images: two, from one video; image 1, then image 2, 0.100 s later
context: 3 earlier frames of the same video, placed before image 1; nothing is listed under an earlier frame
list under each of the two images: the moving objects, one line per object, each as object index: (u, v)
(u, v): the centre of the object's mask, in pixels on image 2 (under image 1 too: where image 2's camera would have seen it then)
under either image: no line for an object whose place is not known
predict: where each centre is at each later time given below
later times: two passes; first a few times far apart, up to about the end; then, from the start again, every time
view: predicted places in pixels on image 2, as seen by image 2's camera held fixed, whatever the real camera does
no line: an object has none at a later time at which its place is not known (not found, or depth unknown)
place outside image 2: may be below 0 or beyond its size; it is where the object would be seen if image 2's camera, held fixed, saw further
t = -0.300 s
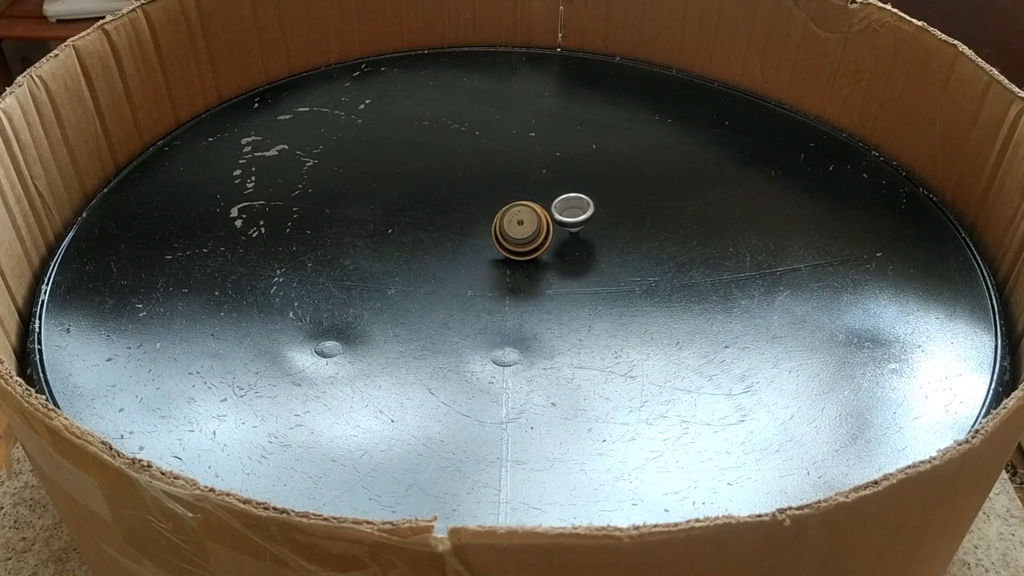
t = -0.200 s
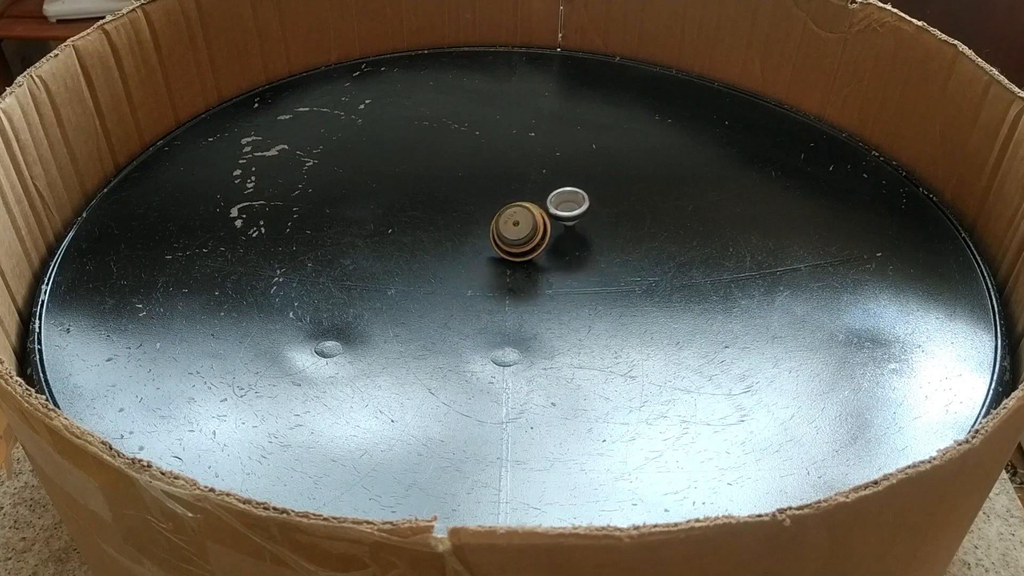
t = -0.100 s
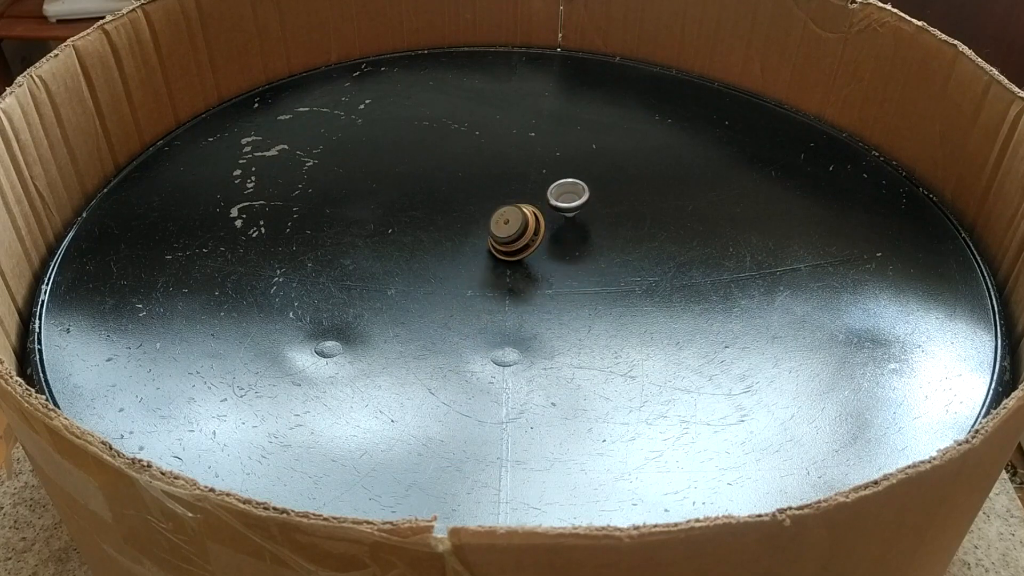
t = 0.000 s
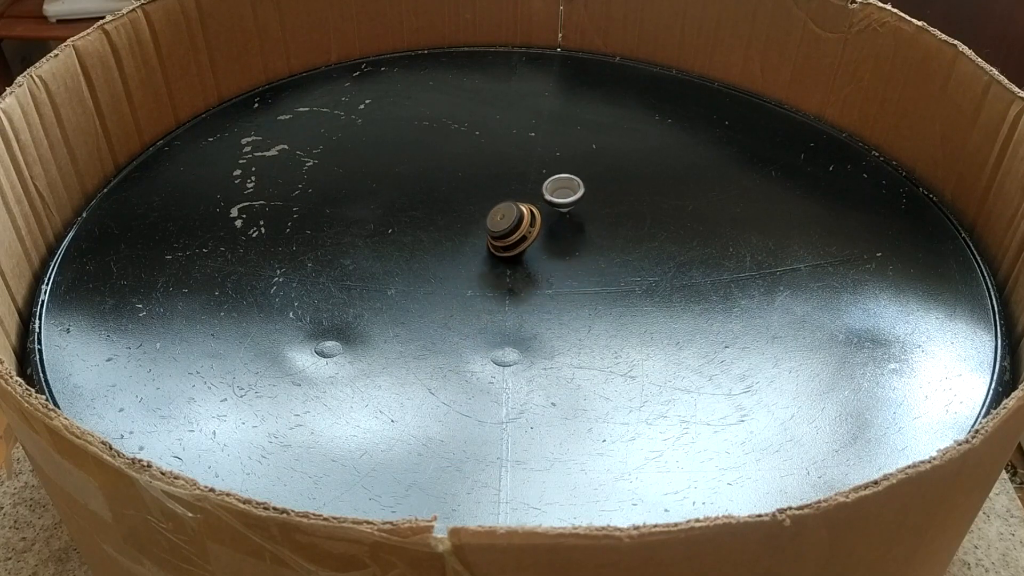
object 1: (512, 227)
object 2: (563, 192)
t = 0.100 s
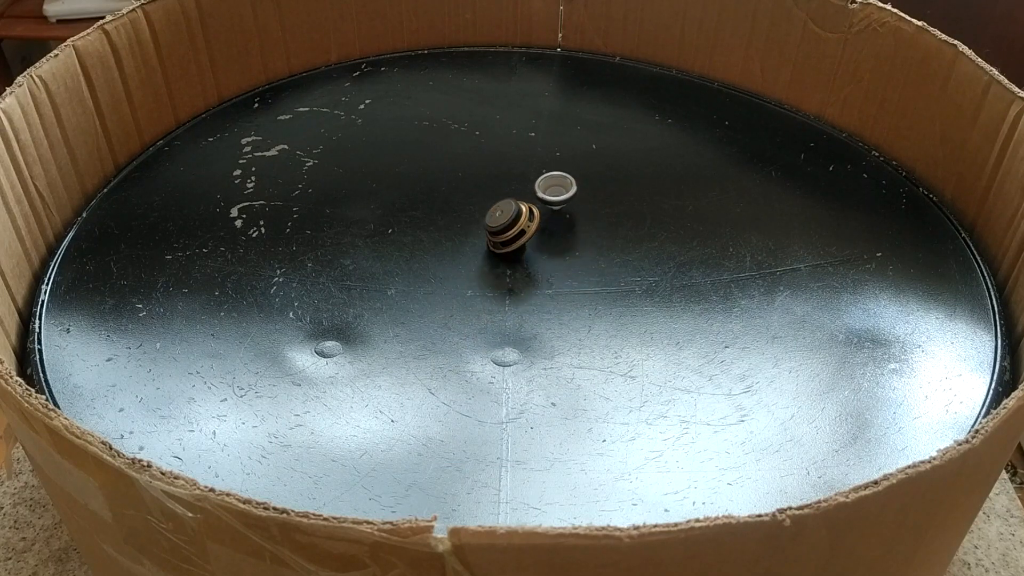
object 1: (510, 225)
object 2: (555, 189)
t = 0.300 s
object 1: (510, 226)
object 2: (533, 189)
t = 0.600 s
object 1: (522, 238)
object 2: (493, 197)
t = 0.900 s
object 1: (519, 237)
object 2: (460, 222)
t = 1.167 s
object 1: (510, 225)
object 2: (442, 254)
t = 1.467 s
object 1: (510, 227)
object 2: (440, 287)
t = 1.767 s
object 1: (518, 236)
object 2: (458, 307)
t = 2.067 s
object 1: (520, 237)
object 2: (487, 298)
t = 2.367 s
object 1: (519, 232)
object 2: (512, 269)
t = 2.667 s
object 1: (461, 172)
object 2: (641, 383)
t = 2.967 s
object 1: (461, 172)
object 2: (635, 376)
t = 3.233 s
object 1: (460, 172)
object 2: (590, 337)
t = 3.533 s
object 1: (461, 172)
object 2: (484, 248)
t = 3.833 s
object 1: (466, 146)
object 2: (397, 228)
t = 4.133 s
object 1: (457, 180)
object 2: (359, 258)
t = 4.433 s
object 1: (466, 181)
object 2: (391, 284)
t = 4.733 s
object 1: (464, 181)
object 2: (492, 281)
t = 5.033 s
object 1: (459, 182)
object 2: (576, 239)
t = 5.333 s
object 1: (465, 182)
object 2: (585, 202)
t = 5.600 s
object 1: (463, 182)
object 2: (547, 197)
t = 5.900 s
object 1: (461, 182)
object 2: (466, 235)
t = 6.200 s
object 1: (462, 182)
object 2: (406, 295)
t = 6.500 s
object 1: (462, 182)
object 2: (475, 276)
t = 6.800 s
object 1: (462, 182)
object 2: (510, 206)
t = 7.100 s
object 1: (458, 183)
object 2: (509, 172)
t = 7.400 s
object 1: (451, 185)
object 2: (515, 174)
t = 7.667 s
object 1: (459, 184)
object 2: (536, 194)
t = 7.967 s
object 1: (454, 186)
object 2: (574, 220)
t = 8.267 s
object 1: (453, 186)
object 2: (590, 220)
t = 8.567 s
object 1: (455, 186)
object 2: (583, 227)
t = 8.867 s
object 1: (454, 186)
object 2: (584, 250)
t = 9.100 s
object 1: (454, 186)
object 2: (586, 254)
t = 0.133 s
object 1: (510, 224)
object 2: (552, 189)
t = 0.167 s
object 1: (510, 224)
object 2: (548, 189)
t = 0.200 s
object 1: (510, 224)
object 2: (544, 189)
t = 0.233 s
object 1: (510, 224)
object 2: (540, 190)
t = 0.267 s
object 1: (510, 224)
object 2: (537, 190)
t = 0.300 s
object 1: (510, 226)
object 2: (533, 189)
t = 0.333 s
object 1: (510, 228)
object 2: (529, 189)
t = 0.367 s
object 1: (511, 230)
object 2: (524, 189)
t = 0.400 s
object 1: (512, 231)
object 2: (520, 190)
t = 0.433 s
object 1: (513, 233)
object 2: (516, 191)
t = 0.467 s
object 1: (515, 235)
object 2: (512, 192)
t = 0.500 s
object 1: (517, 236)
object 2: (507, 193)
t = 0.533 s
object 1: (519, 237)
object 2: (502, 194)
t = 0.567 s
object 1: (520, 237)
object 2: (497, 196)
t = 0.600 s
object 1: (522, 238)
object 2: (493, 197)
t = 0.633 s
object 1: (523, 238)
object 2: (488, 199)
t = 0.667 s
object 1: (524, 238)
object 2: (484, 201)
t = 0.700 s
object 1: (524, 238)
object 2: (481, 203)
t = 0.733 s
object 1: (524, 238)
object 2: (477, 206)
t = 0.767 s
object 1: (523, 238)
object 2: (474, 209)
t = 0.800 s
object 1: (522, 238)
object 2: (470, 212)
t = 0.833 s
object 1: (521, 238)
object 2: (466, 215)
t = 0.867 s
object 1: (520, 237)
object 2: (463, 218)
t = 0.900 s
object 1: (519, 237)
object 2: (460, 222)
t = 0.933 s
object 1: (517, 236)
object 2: (456, 226)
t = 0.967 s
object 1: (515, 235)
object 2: (453, 230)
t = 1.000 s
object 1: (513, 233)
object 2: (451, 234)
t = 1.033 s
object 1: (512, 232)
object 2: (448, 237)
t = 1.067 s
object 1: (511, 230)
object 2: (446, 242)
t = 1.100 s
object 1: (510, 228)
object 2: (445, 246)
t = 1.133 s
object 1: (510, 227)
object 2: (443, 249)
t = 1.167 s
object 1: (510, 225)
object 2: (442, 254)
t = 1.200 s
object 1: (510, 224)
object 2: (441, 258)
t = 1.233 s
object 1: (510, 224)
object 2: (440, 262)
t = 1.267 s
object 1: (510, 223)
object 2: (439, 266)
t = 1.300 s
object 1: (510, 223)
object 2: (439, 270)
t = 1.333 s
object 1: (510, 223)
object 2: (438, 274)
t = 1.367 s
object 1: (510, 224)
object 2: (438, 278)
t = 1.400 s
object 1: (510, 225)
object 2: (438, 281)
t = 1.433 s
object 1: (510, 226)
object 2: (439, 285)
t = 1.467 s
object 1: (510, 227)
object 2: (440, 287)
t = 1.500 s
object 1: (510, 228)
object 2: (440, 291)
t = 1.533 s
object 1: (511, 229)
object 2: (441, 294)
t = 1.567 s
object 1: (511, 231)
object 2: (443, 297)
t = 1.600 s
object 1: (512, 232)
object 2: (445, 299)
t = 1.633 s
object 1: (513, 233)
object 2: (447, 301)
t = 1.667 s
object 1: (514, 234)
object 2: (450, 303)
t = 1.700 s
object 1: (516, 235)
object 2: (452, 305)
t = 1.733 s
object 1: (517, 236)
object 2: (455, 306)
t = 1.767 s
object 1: (518, 236)
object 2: (458, 307)
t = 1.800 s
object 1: (518, 237)
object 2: (460, 307)
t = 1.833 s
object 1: (519, 237)
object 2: (463, 307)
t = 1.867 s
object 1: (519, 237)
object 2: (466, 307)
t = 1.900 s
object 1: (520, 237)
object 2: (470, 306)
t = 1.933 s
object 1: (520, 237)
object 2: (473, 305)
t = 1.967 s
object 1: (520, 237)
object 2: (476, 304)
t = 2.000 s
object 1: (520, 237)
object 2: (480, 302)
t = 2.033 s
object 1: (520, 237)
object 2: (484, 300)
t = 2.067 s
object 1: (520, 237)
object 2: (487, 298)
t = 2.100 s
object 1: (520, 237)
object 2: (490, 295)
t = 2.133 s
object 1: (520, 237)
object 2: (493, 292)
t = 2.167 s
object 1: (520, 237)
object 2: (496, 289)
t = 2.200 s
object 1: (519, 237)
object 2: (499, 286)
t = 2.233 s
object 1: (519, 237)
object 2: (502, 284)
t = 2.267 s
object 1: (519, 236)
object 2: (504, 280)
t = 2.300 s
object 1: (519, 235)
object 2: (507, 277)
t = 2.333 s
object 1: (519, 233)
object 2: (510, 273)
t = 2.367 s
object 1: (519, 232)
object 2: (512, 269)
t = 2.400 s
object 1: (513, 228)
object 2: (528, 280)
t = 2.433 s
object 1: (502, 215)
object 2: (552, 302)
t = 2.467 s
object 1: (488, 202)
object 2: (574, 320)
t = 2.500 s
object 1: (478, 190)
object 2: (593, 334)
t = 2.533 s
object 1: (472, 183)
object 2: (609, 347)
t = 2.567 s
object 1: (467, 179)
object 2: (621, 360)
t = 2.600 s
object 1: (463, 175)
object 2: (631, 369)
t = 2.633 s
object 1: (461, 172)
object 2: (637, 378)
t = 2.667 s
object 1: (461, 172)
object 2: (641, 383)
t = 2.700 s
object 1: (460, 172)
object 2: (643, 386)
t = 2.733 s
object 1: (459, 172)
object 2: (644, 387)
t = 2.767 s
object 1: (459, 172)
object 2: (645, 388)
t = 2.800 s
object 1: (459, 172)
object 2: (646, 389)
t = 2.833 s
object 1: (459, 172)
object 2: (645, 388)
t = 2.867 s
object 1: (459, 172)
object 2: (643, 386)
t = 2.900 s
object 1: (460, 172)
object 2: (641, 383)
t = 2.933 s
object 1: (460, 172)
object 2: (639, 380)
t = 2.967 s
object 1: (461, 172)
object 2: (635, 376)
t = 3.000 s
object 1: (462, 172)
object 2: (632, 372)
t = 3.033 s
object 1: (462, 172)
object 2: (627, 367)
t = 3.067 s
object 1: (462, 172)
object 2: (622, 363)
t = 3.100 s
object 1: (462, 171)
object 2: (617, 358)
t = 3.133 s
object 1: (461, 172)
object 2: (612, 355)
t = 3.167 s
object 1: (461, 172)
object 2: (606, 350)
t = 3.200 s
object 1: (460, 172)
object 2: (599, 344)
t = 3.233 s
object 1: (460, 172)
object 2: (590, 337)
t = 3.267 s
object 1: (460, 172)
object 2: (580, 329)
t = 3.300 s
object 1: (460, 172)
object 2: (570, 321)
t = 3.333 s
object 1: (460, 172)
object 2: (558, 311)
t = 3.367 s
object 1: (461, 172)
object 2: (546, 301)
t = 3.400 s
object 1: (461, 172)
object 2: (534, 291)
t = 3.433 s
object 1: (461, 172)
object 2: (521, 281)
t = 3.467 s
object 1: (461, 172)
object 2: (509, 270)
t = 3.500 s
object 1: (461, 172)
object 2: (496, 259)
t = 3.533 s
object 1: (461, 172)
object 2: (484, 248)
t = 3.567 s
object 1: (461, 172)
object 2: (473, 237)
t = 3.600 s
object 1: (461, 172)
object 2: (462, 225)
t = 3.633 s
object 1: (461, 171)
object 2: (452, 214)
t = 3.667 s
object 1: (462, 170)
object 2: (443, 203)
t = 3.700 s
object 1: (465, 167)
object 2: (434, 199)
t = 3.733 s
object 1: (469, 160)
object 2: (424, 208)
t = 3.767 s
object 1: (467, 153)
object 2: (414, 216)
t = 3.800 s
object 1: (466, 149)
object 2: (405, 223)
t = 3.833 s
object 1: (466, 146)
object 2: (397, 228)
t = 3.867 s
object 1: (466, 147)
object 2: (389, 232)
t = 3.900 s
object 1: (468, 150)
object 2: (382, 236)
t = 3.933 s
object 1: (469, 155)
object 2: (375, 239)
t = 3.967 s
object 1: (468, 160)
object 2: (370, 242)
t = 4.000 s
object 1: (466, 165)
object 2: (366, 245)
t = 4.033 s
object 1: (465, 170)
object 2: (363, 249)
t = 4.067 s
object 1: (462, 174)
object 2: (361, 251)
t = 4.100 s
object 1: (460, 177)
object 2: (359, 255)
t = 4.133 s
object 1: (457, 180)
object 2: (359, 258)
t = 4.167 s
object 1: (456, 180)
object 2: (359, 261)
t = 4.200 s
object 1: (456, 180)
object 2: (359, 264)
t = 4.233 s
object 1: (457, 181)
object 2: (361, 268)
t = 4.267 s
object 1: (458, 181)
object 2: (363, 271)
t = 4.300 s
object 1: (459, 181)
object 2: (367, 274)
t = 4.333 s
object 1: (461, 182)
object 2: (371, 277)
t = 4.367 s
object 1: (463, 182)
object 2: (377, 279)
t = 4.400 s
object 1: (464, 181)
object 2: (383, 282)
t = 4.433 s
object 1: (466, 181)
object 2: (391, 284)
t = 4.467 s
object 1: (467, 181)
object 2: (400, 286)
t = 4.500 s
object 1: (467, 180)
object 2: (409, 287)
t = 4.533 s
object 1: (468, 180)
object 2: (419, 288)
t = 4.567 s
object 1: (468, 180)
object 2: (431, 288)
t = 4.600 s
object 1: (468, 180)
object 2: (443, 288)
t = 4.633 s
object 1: (467, 181)
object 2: (455, 288)
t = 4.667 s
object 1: (467, 181)
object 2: (468, 286)
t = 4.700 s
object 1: (466, 181)
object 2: (480, 284)
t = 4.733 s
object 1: (464, 181)
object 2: (492, 281)
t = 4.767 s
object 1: (463, 182)
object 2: (503, 279)
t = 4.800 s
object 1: (462, 182)
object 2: (515, 275)
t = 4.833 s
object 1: (461, 182)
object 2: (525, 271)
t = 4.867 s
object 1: (460, 182)
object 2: (536, 266)
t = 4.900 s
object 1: (459, 182)
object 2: (546, 261)
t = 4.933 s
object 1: (458, 182)
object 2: (555, 255)
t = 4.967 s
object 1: (458, 182)
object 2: (562, 250)
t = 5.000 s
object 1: (458, 182)
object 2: (570, 245)
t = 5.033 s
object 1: (459, 182)
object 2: (576, 239)
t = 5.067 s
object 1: (460, 182)
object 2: (582, 233)
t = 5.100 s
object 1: (461, 182)
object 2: (587, 227)
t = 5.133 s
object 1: (461, 182)
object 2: (589, 222)
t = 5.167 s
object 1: (462, 182)
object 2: (591, 218)
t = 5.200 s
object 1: (463, 182)
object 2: (592, 214)
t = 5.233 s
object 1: (464, 182)
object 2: (591, 210)
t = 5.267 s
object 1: (464, 182)
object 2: (590, 207)
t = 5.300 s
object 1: (464, 182)
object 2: (588, 204)
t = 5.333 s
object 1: (465, 182)
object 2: (585, 202)
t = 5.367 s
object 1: (465, 182)
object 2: (582, 199)
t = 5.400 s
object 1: (465, 182)
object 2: (579, 198)
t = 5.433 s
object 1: (465, 182)
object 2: (575, 197)
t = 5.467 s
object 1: (464, 182)
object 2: (571, 196)
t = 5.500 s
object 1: (464, 182)
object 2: (566, 196)
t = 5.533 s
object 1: (464, 182)
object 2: (561, 196)
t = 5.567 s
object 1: (463, 182)
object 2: (554, 196)
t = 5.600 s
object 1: (463, 182)
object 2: (547, 197)
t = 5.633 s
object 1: (463, 182)
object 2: (540, 200)
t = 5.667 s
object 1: (463, 182)
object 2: (532, 202)
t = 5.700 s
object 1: (462, 182)
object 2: (524, 206)
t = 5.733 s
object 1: (462, 182)
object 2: (515, 210)
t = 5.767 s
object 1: (462, 182)
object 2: (505, 214)
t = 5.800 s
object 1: (461, 182)
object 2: (495, 219)
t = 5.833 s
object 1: (461, 182)
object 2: (485, 224)
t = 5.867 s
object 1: (461, 182)
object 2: (476, 229)
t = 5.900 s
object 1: (461, 182)
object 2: (466, 235)
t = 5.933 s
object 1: (462, 182)
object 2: (457, 241)
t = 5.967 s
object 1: (462, 182)
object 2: (448, 249)
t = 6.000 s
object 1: (462, 182)
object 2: (440, 256)
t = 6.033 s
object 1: (462, 182)
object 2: (432, 263)
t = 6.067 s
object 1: (462, 182)
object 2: (425, 269)
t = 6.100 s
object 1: (462, 182)
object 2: (419, 275)
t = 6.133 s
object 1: (462, 182)
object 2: (414, 282)
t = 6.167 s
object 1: (462, 182)
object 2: (409, 289)
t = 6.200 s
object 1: (462, 182)
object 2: (406, 295)
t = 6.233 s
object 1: (462, 182)
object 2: (403, 300)
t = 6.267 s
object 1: (462, 182)
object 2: (402, 304)
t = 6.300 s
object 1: (462, 182)
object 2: (435, 309)
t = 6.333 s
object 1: (462, 182)
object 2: (441, 307)
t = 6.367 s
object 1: (462, 182)
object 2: (448, 303)
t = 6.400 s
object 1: (462, 182)
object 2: (455, 297)
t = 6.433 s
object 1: (462, 182)
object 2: (462, 292)
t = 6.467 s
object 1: (462, 182)
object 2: (469, 284)
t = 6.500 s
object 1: (462, 182)
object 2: (475, 276)
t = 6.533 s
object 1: (462, 182)
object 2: (481, 269)
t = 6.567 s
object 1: (462, 182)
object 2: (487, 261)
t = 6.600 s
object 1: (462, 182)
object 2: (492, 253)
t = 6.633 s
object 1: (462, 182)
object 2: (497, 244)
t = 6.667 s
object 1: (462, 182)
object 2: (501, 237)
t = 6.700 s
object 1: (462, 182)
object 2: (503, 229)
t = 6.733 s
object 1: (462, 182)
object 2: (506, 221)
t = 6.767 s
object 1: (462, 182)
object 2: (508, 213)
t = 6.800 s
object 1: (462, 182)
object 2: (510, 206)
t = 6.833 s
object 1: (462, 182)
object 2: (511, 198)
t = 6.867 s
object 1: (462, 182)
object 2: (512, 192)
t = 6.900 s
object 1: (462, 182)
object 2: (512, 187)
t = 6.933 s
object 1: (462, 182)
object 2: (511, 182)
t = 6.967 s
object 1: (460, 182)
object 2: (511, 179)
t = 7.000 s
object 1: (460, 182)
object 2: (511, 176)
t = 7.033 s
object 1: (459, 182)
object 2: (510, 174)
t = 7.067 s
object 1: (459, 183)
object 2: (509, 173)
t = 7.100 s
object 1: (458, 183)
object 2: (509, 172)
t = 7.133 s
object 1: (457, 183)
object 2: (508, 171)
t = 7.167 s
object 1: (454, 184)
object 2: (512, 169)
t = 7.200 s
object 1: (452, 185)
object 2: (513, 168)
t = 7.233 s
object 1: (451, 185)
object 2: (513, 169)
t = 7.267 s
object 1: (450, 185)
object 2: (512, 169)
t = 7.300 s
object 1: (449, 185)
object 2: (513, 170)
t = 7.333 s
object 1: (449, 185)
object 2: (514, 171)
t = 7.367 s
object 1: (450, 185)
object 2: (515, 172)
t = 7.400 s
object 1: (451, 185)
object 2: (515, 174)
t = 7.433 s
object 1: (452, 185)
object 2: (516, 175)
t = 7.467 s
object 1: (454, 185)
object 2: (518, 177)
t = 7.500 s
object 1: (455, 185)
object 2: (520, 179)
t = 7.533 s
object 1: (456, 185)
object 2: (522, 182)
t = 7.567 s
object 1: (457, 185)
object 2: (525, 185)
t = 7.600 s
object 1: (458, 185)
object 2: (528, 188)
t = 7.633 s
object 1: (459, 184)
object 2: (532, 191)
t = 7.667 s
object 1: (459, 184)
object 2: (536, 194)
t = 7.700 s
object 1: (459, 184)
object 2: (540, 198)
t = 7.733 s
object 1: (459, 184)
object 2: (545, 201)
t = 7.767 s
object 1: (458, 185)
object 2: (550, 205)
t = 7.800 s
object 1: (458, 185)
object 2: (554, 208)
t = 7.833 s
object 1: (457, 185)
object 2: (558, 211)
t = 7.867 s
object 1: (456, 185)
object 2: (562, 214)
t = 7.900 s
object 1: (455, 185)
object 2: (566, 217)
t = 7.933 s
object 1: (455, 186)
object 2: (570, 218)
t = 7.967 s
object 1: (454, 186)
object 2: (574, 220)
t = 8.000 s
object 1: (453, 186)
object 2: (577, 221)
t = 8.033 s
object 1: (452, 186)
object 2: (580, 221)
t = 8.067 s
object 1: (452, 186)
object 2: (583, 222)
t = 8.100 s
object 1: (451, 186)
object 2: (584, 222)
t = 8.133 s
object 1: (451, 186)
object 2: (586, 221)
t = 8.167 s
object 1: (452, 186)
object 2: (588, 221)
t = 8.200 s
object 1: (452, 186)
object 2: (588, 221)
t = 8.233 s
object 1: (452, 186)
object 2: (589, 220)
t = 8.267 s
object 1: (453, 186)
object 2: (590, 220)
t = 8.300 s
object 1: (453, 186)
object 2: (590, 220)
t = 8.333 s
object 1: (453, 186)
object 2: (589, 220)
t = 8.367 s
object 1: (454, 186)
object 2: (588, 220)
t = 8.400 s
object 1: (454, 186)
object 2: (587, 221)
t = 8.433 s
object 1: (455, 186)
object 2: (586, 222)
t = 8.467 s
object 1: (455, 186)
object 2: (585, 223)
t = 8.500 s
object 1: (455, 186)
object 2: (585, 224)
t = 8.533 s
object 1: (455, 186)
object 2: (585, 226)
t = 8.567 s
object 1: (455, 186)
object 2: (583, 227)
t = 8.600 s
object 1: (455, 186)
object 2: (583, 229)
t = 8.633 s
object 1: (455, 186)
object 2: (582, 232)
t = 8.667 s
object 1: (455, 186)
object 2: (582, 234)
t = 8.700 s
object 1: (455, 186)
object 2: (581, 237)
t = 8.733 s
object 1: (454, 186)
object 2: (582, 240)
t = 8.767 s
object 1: (454, 186)
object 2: (582, 242)
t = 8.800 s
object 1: (454, 186)
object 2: (582, 246)
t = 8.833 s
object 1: (454, 186)
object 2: (583, 248)
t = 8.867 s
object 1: (454, 186)
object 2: (584, 250)
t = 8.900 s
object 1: (454, 186)
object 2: (584, 251)
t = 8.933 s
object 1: (454, 186)
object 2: (585, 253)
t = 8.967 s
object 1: (454, 186)
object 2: (587, 253)
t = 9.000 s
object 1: (454, 186)
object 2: (587, 253)
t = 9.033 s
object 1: (454, 186)
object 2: (586, 254)
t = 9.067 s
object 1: (454, 186)
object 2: (586, 254)
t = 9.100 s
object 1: (454, 186)
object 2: (586, 254)
